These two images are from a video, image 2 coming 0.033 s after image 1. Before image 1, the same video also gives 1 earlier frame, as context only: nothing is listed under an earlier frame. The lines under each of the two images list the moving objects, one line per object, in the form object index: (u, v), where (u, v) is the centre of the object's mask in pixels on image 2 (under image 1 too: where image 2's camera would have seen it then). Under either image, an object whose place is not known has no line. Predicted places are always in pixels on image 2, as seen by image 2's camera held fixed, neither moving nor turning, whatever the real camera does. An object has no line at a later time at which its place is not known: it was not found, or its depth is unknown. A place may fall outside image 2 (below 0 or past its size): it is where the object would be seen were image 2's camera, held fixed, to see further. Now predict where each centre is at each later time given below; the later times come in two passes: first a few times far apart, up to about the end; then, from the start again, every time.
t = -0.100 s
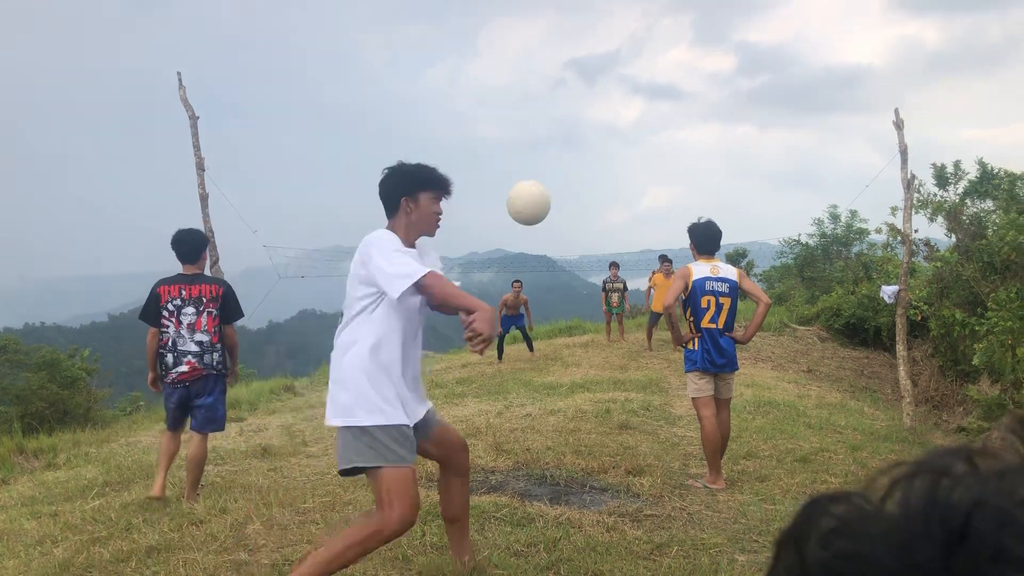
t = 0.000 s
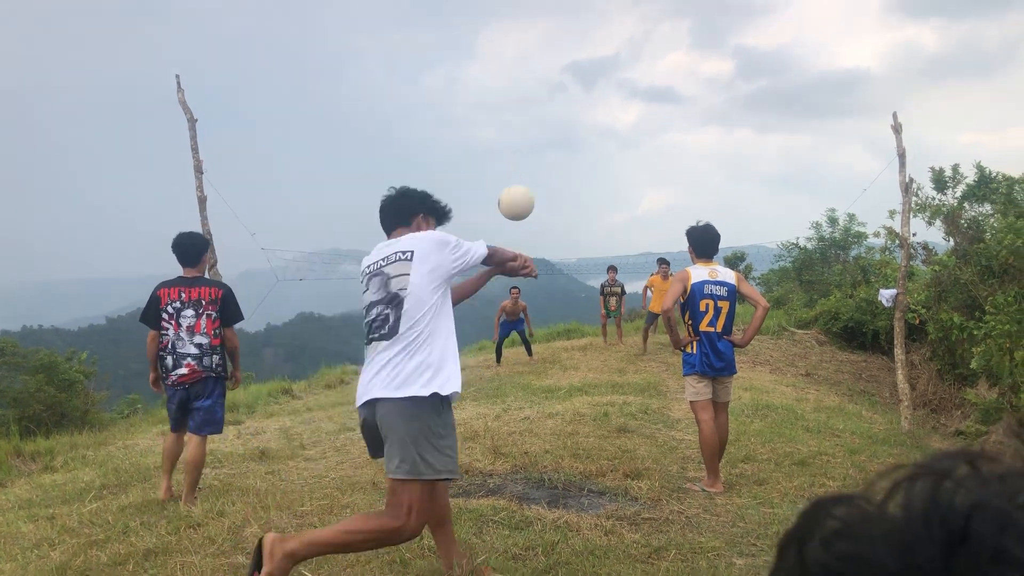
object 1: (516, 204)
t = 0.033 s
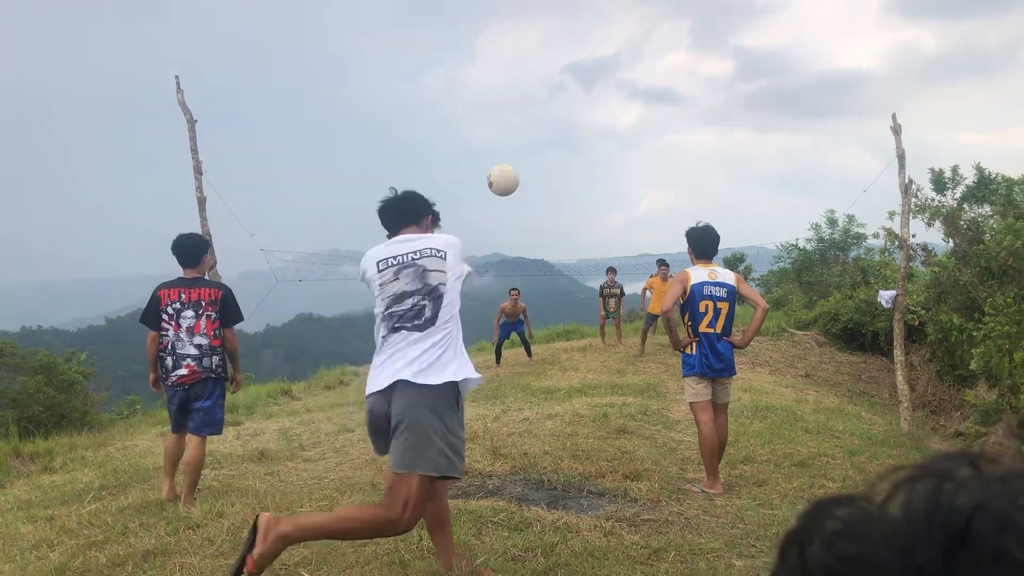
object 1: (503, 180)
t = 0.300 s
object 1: (472, 132)
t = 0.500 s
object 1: (471, 161)
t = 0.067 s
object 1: (494, 163)
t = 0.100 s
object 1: (488, 152)
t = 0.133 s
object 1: (483, 143)
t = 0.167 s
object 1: (480, 137)
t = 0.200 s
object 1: (477, 133)
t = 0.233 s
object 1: (475, 131)
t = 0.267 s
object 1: (474, 131)
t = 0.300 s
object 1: (472, 132)
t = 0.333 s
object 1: (471, 135)
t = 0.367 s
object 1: (470, 138)
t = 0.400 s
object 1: (470, 141)
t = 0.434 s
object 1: (470, 145)
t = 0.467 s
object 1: (471, 156)
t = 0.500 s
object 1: (471, 161)
